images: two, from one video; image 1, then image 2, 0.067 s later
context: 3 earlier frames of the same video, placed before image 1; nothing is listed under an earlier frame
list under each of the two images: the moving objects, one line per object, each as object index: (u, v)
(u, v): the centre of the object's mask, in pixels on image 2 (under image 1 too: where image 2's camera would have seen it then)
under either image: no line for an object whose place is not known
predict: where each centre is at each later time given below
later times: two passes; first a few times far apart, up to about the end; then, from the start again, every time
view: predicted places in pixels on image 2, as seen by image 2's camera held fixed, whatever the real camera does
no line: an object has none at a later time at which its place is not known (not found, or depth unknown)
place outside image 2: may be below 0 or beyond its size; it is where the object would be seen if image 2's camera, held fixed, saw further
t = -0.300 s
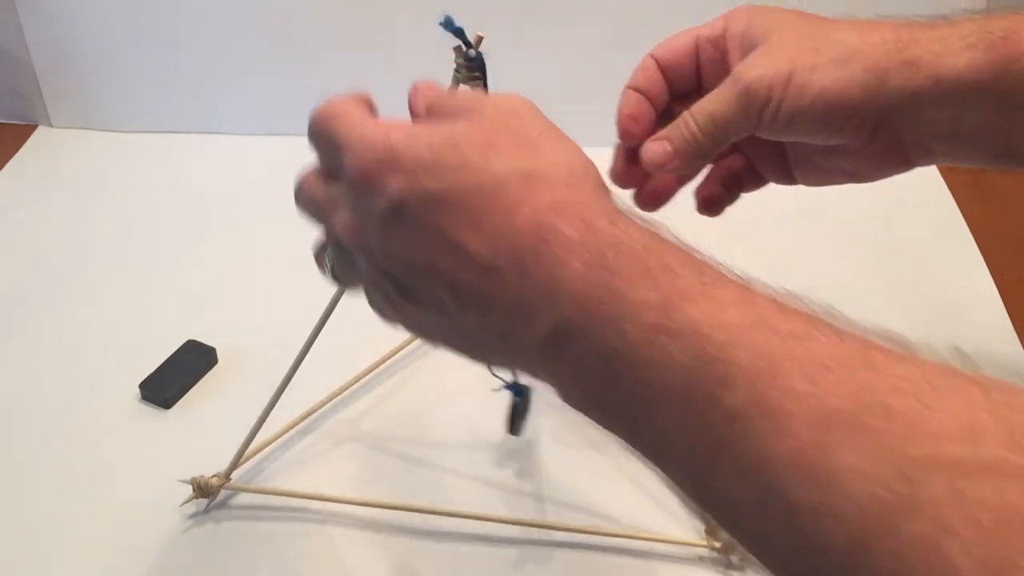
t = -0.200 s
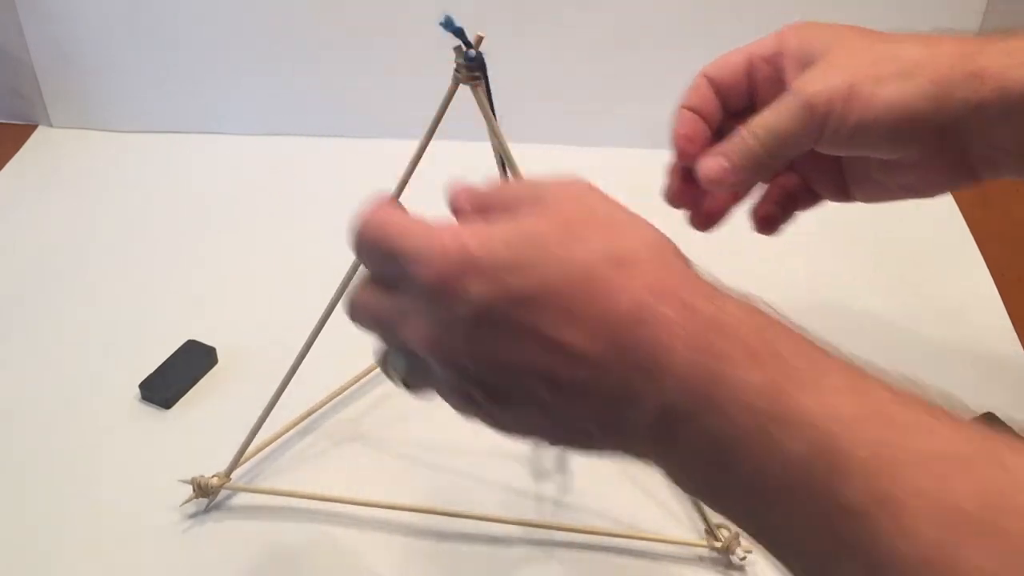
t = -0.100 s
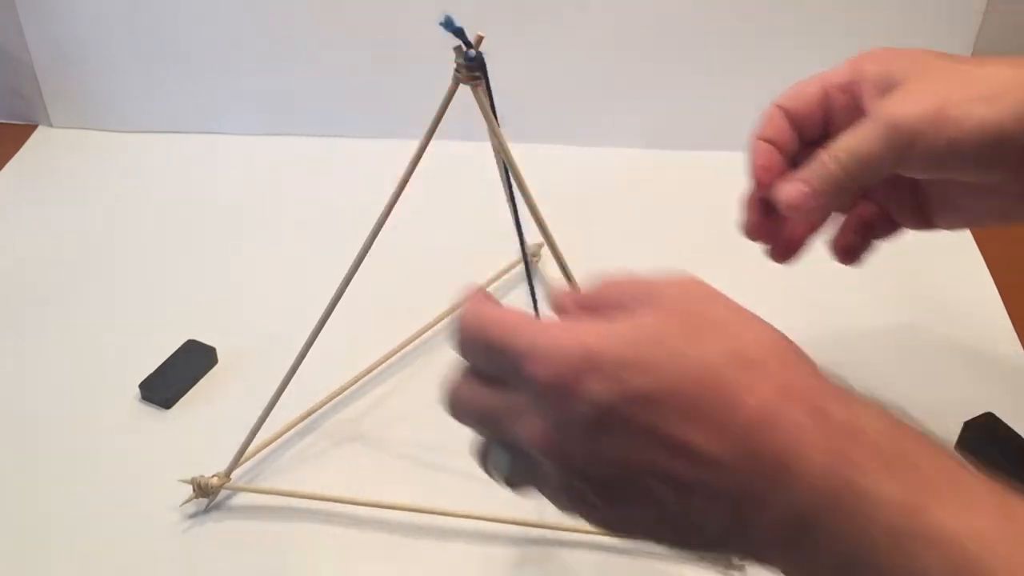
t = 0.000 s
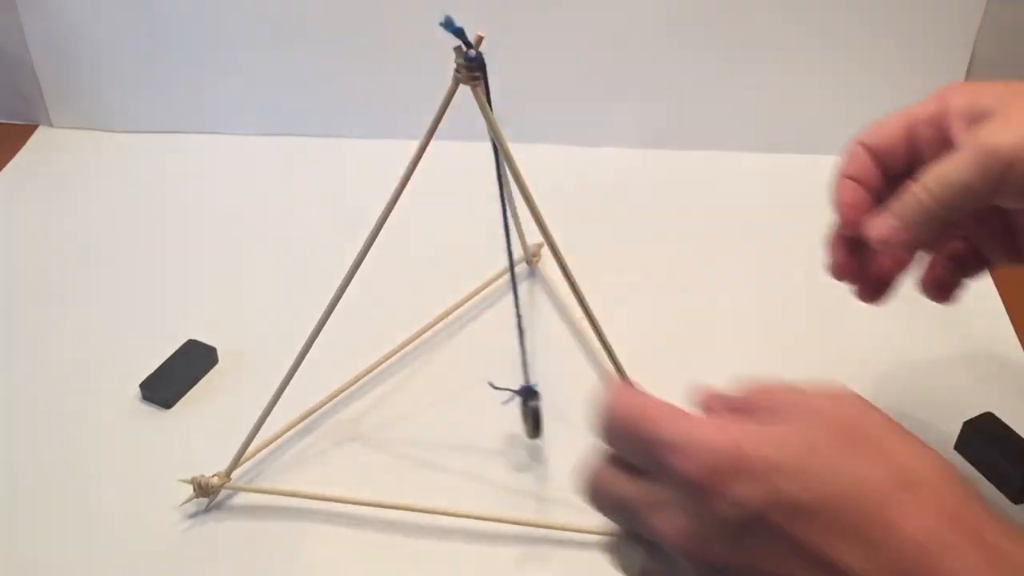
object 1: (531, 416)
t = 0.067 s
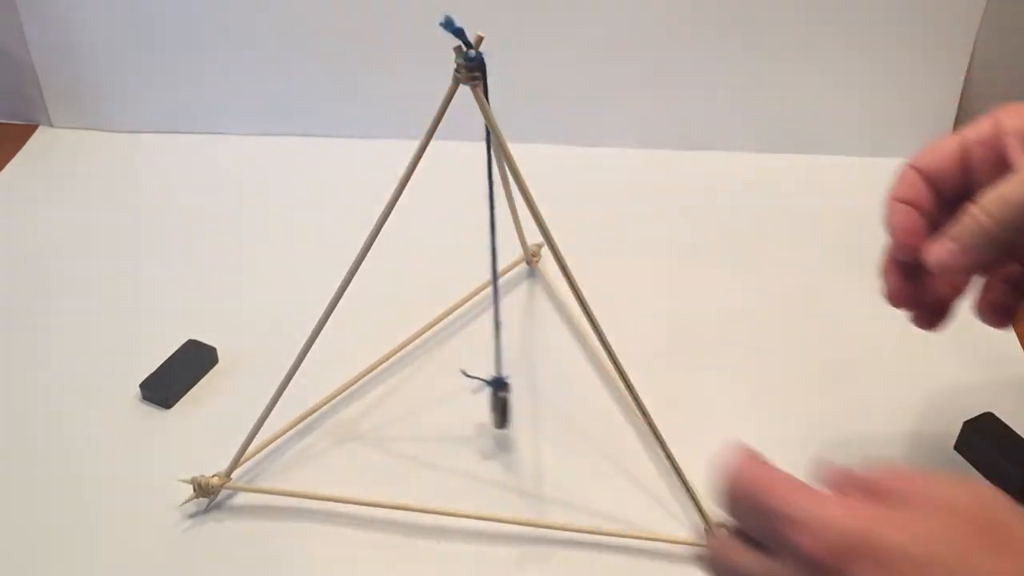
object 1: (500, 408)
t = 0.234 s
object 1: (426, 375)
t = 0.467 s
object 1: (446, 381)
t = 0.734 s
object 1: (560, 417)
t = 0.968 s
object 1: (510, 405)
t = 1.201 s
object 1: (421, 366)
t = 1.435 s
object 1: (473, 395)
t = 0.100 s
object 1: (484, 401)
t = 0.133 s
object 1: (467, 394)
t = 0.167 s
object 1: (452, 388)
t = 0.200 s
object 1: (437, 381)
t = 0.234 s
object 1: (426, 375)
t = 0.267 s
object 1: (419, 370)
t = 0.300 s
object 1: (416, 366)
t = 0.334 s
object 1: (415, 366)
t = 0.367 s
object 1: (418, 367)
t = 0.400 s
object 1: (425, 370)
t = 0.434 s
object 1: (435, 375)
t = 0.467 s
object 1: (446, 381)
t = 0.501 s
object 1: (461, 387)
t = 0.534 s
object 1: (477, 394)
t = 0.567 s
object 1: (493, 400)
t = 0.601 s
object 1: (511, 405)
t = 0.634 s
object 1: (526, 410)
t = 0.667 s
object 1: (542, 414)
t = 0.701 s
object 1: (551, 417)
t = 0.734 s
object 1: (560, 417)
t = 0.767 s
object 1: (564, 419)
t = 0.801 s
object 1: (563, 418)
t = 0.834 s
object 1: (559, 417)
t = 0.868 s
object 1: (551, 415)
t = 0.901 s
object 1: (539, 413)
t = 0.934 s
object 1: (526, 410)
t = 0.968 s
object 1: (510, 405)
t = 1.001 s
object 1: (493, 399)
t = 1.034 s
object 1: (476, 393)
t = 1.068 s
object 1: (460, 387)
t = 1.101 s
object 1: (447, 380)
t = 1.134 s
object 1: (435, 373)
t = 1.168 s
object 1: (426, 370)
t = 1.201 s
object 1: (421, 366)
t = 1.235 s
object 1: (420, 366)
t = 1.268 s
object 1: (421, 366)
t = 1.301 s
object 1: (426, 369)
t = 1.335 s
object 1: (435, 374)
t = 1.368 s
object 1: (445, 381)
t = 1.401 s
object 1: (458, 387)
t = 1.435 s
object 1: (473, 395)
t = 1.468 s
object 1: (492, 403)
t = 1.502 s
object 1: (509, 409)
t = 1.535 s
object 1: (524, 414)
